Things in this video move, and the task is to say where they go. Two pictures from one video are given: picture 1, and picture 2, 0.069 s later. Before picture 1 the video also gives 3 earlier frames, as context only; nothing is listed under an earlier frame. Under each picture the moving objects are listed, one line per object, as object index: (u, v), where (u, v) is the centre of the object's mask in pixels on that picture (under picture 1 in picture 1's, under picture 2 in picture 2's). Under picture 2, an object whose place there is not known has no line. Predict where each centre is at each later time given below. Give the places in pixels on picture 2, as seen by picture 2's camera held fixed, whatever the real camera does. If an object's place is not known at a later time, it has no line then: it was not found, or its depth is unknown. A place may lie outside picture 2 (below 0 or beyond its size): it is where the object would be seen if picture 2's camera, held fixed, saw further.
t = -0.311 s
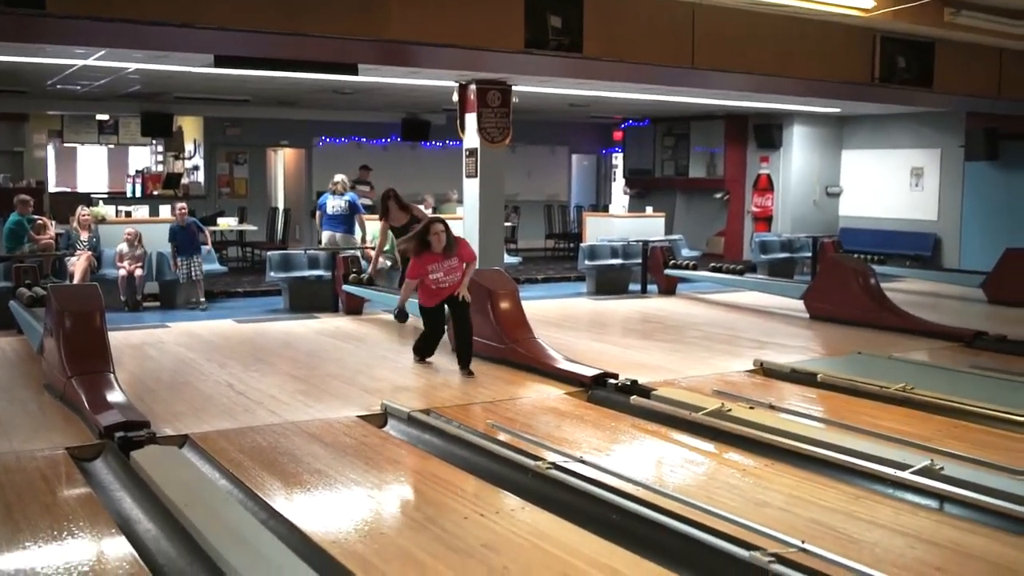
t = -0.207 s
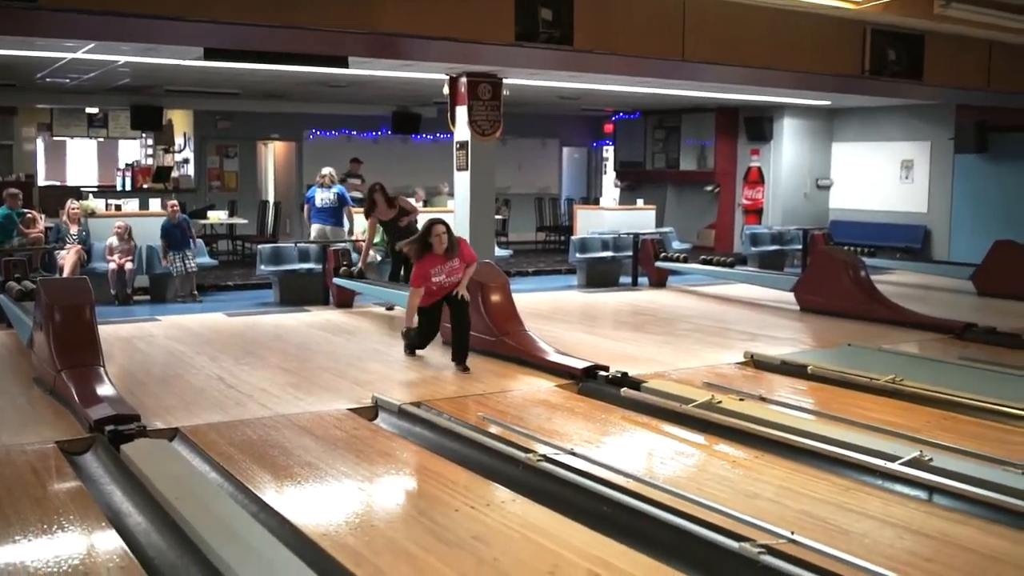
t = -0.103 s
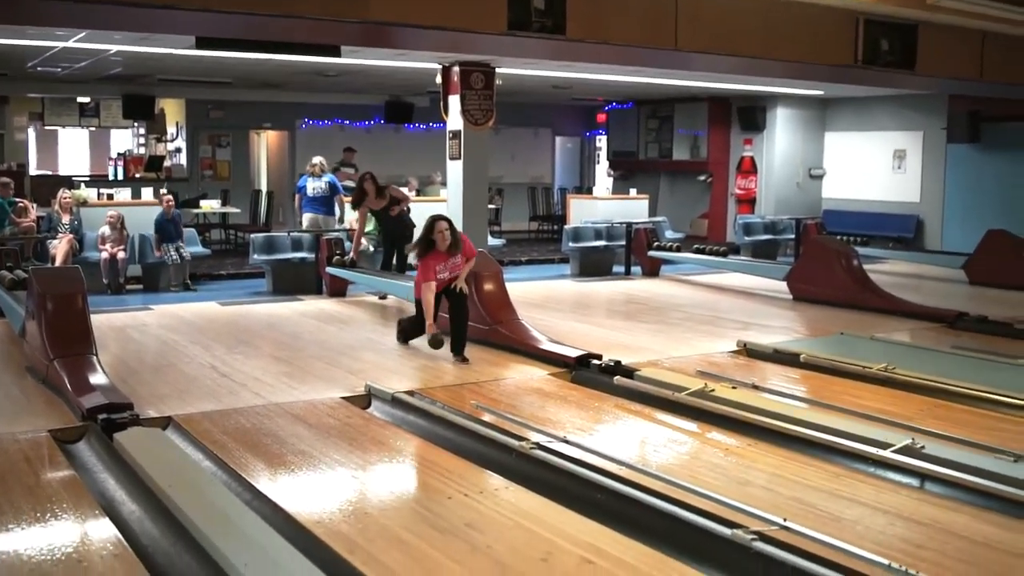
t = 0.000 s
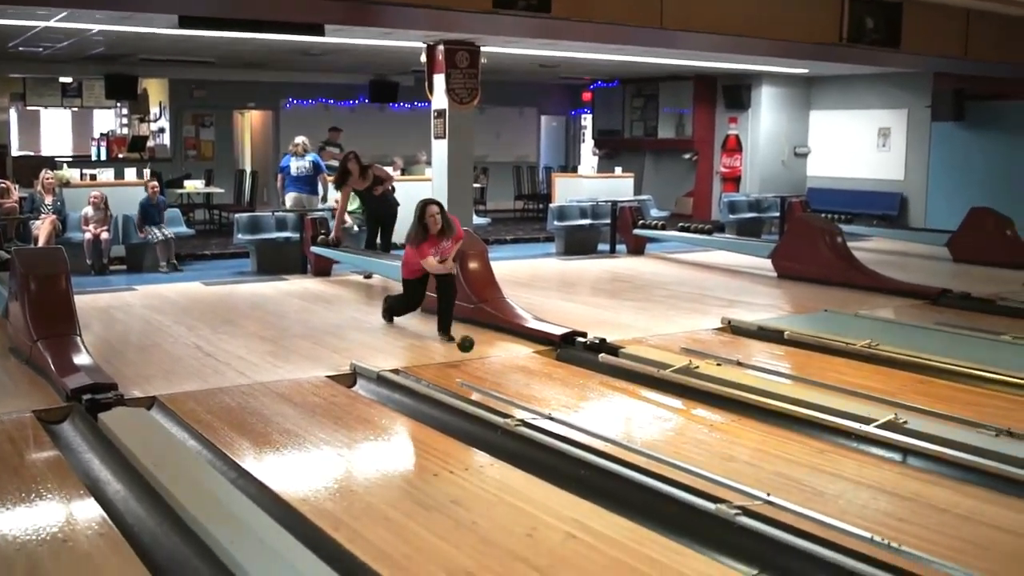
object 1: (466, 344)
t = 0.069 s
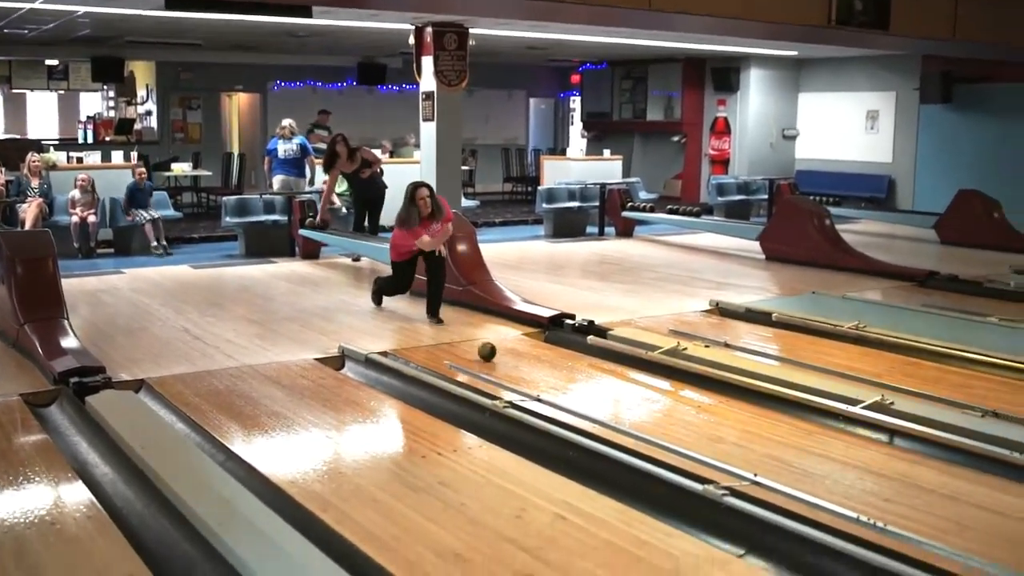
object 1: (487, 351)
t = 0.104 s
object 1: (504, 355)
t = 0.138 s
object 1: (521, 360)
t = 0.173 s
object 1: (540, 368)
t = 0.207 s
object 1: (560, 374)
